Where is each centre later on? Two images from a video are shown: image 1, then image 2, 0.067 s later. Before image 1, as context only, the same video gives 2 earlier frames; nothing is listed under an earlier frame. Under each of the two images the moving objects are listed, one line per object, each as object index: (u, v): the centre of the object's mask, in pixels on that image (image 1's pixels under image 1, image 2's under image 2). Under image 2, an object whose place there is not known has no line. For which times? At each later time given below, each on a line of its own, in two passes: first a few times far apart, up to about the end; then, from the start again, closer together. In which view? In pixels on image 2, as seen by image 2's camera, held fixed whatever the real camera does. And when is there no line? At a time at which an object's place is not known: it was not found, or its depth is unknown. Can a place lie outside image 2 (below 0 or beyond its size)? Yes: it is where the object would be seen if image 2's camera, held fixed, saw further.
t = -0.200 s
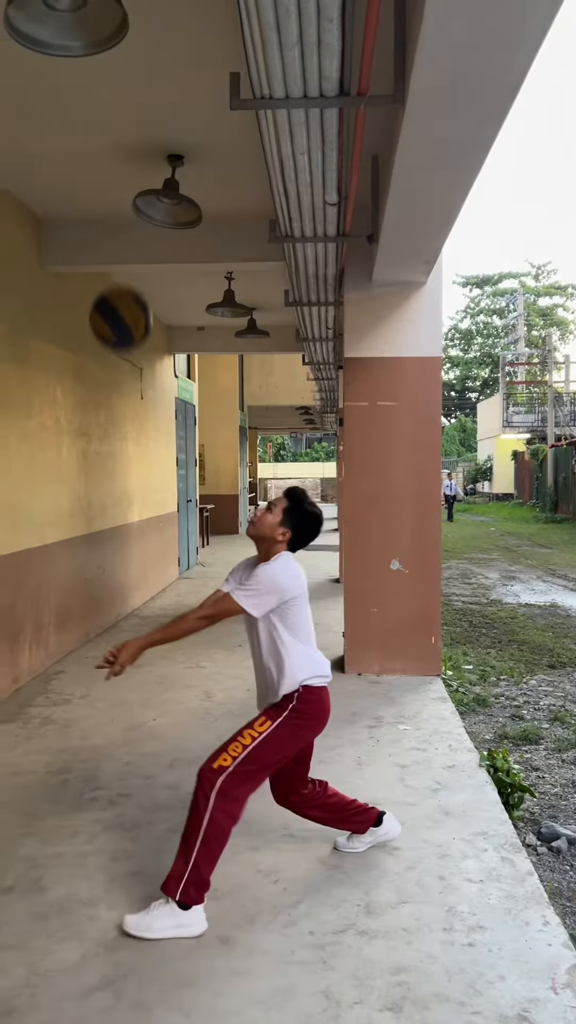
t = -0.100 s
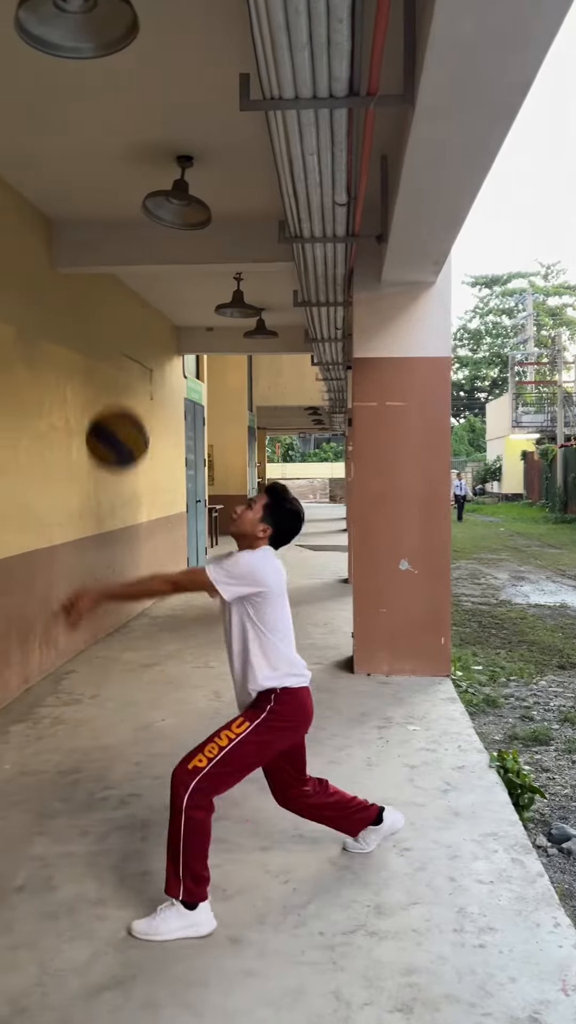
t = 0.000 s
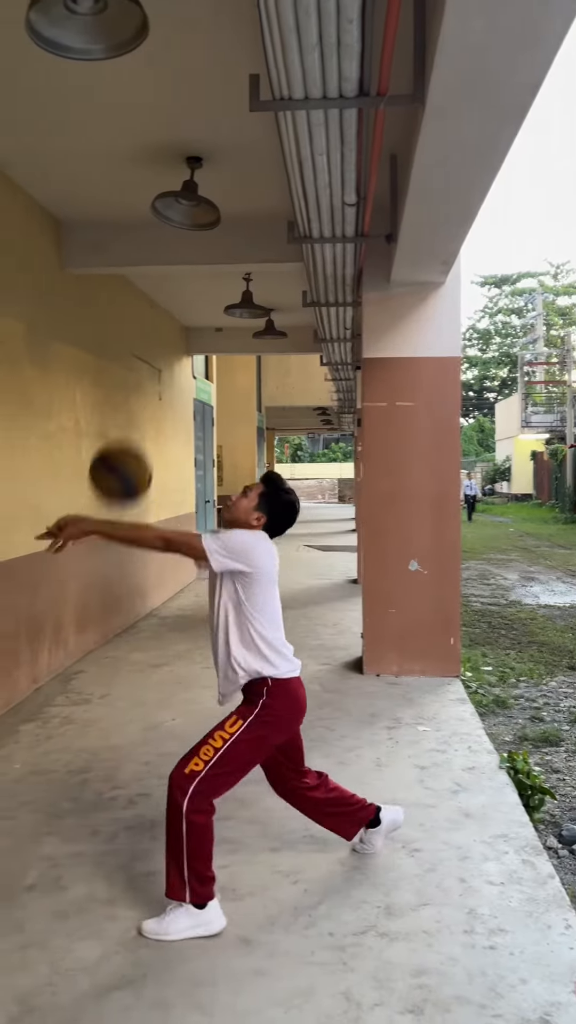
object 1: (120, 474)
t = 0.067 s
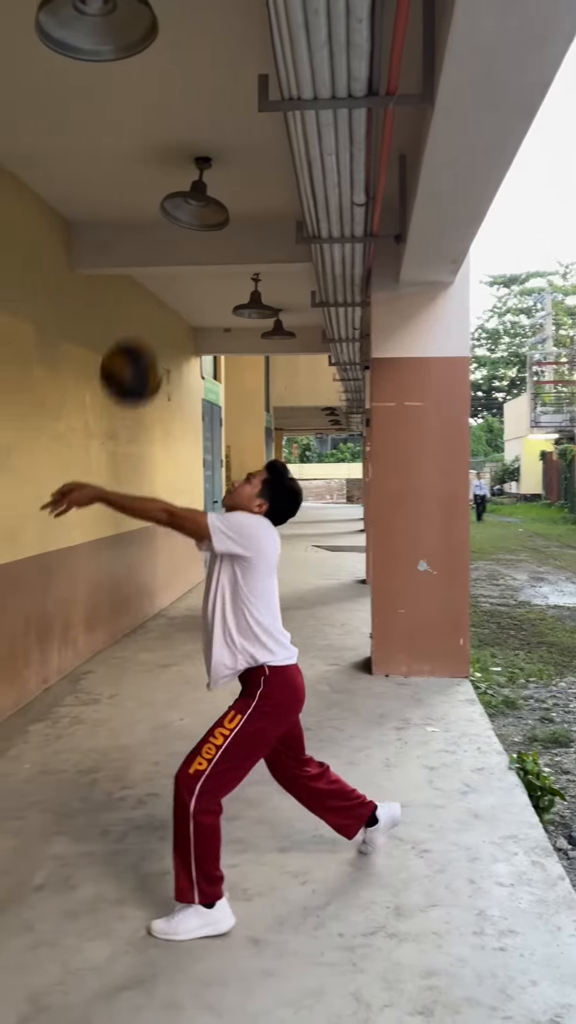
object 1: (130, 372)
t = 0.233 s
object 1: (137, 178)
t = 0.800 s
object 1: (137, 175)
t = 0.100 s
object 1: (132, 327)
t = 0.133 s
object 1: (133, 284)
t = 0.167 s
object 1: (135, 246)
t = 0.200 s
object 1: (136, 210)
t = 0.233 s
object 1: (137, 178)
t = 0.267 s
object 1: (139, 149)
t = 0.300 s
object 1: (140, 124)
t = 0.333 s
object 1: (141, 101)
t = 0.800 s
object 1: (137, 175)
